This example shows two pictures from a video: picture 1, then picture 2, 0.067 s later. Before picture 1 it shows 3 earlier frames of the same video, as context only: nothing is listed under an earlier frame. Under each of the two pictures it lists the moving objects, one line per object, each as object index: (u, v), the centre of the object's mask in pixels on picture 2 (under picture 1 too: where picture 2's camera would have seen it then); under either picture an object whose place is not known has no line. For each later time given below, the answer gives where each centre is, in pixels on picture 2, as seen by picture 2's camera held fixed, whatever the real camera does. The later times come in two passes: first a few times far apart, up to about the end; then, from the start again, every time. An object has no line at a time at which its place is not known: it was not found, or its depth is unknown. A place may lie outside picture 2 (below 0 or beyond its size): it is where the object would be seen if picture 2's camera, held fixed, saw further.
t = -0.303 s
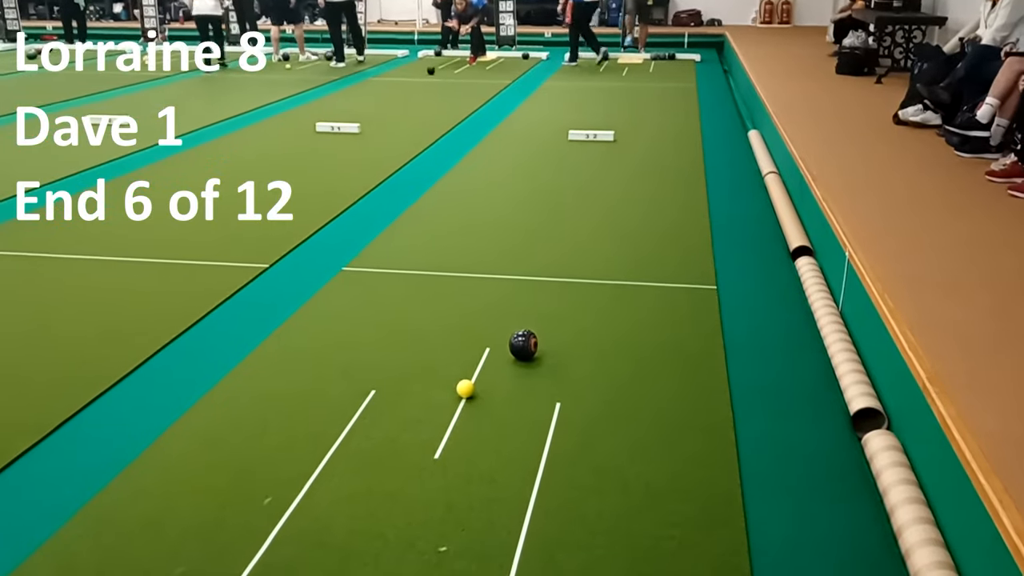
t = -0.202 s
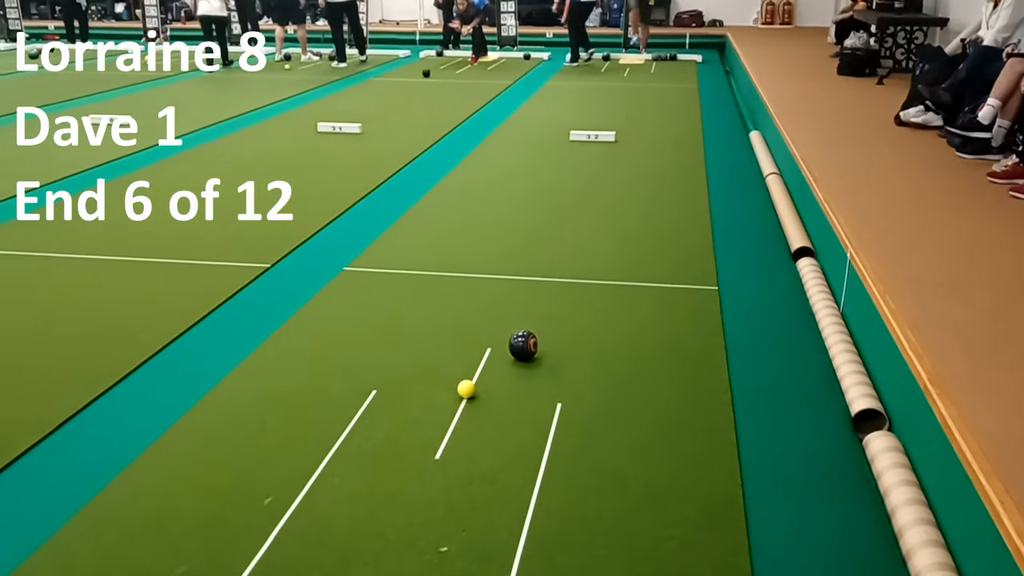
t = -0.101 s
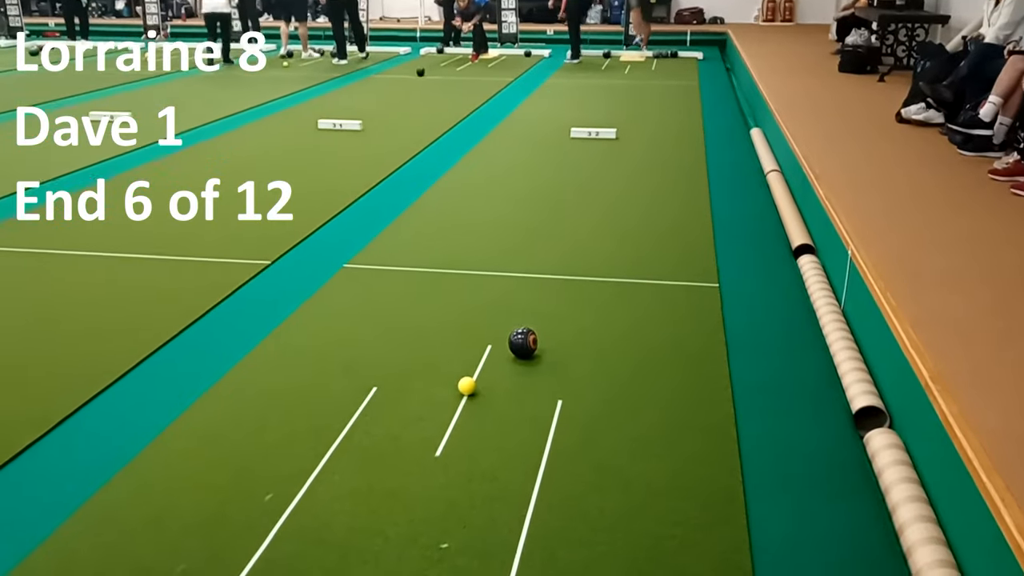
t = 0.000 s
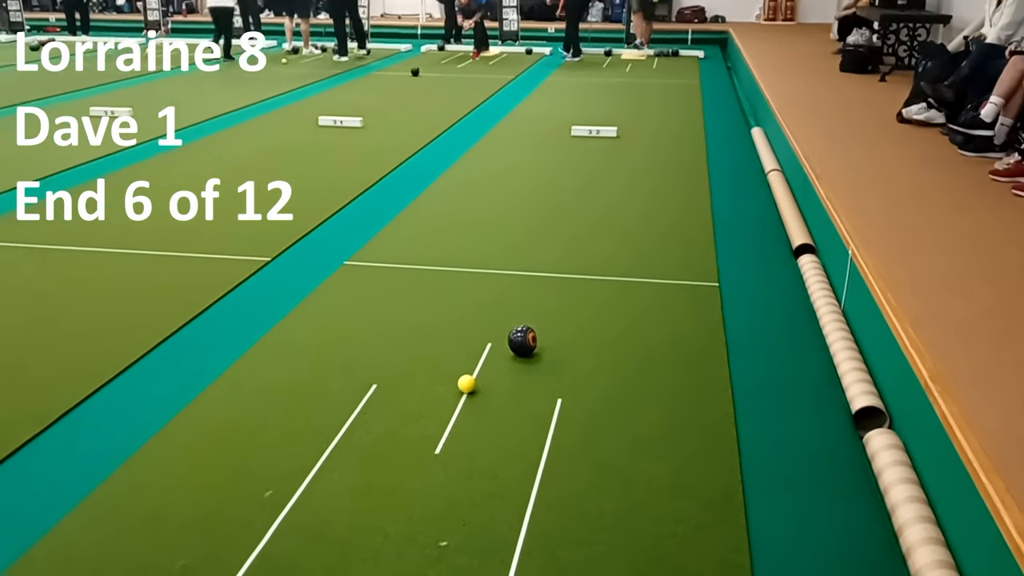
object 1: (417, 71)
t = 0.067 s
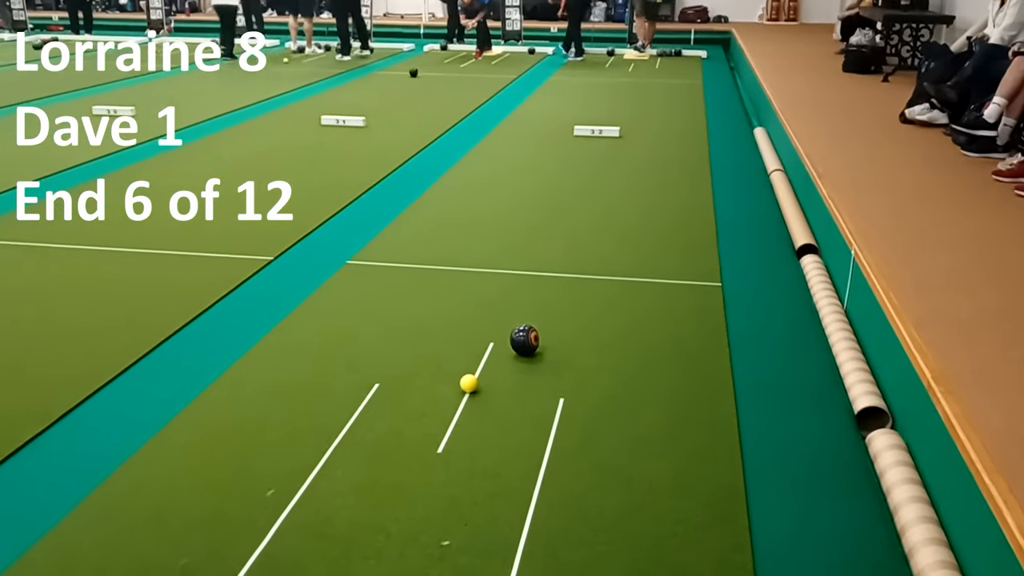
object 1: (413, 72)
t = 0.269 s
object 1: (400, 77)
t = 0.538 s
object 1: (382, 84)
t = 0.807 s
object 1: (363, 91)
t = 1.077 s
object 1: (343, 99)
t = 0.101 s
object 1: (411, 73)
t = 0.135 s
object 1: (409, 74)
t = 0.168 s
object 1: (407, 75)
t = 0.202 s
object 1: (404, 76)
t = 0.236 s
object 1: (402, 76)
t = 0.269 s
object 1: (400, 77)
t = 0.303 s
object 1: (398, 78)
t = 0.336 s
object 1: (395, 79)
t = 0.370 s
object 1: (393, 79)
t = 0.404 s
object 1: (391, 81)
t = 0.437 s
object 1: (389, 82)
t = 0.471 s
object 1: (386, 82)
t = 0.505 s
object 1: (384, 83)
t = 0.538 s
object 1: (382, 84)
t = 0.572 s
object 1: (380, 85)
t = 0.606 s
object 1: (378, 86)
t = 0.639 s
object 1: (375, 87)
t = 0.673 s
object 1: (373, 88)
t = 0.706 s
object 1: (370, 88)
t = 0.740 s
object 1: (368, 89)
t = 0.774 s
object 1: (365, 90)
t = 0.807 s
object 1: (363, 91)
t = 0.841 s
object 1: (360, 92)
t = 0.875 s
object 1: (358, 93)
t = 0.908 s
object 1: (356, 94)
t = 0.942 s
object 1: (353, 95)
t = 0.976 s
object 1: (350, 96)
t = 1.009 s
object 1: (348, 97)
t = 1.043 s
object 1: (346, 98)
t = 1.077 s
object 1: (343, 99)
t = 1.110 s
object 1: (341, 100)
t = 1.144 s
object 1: (338, 101)
